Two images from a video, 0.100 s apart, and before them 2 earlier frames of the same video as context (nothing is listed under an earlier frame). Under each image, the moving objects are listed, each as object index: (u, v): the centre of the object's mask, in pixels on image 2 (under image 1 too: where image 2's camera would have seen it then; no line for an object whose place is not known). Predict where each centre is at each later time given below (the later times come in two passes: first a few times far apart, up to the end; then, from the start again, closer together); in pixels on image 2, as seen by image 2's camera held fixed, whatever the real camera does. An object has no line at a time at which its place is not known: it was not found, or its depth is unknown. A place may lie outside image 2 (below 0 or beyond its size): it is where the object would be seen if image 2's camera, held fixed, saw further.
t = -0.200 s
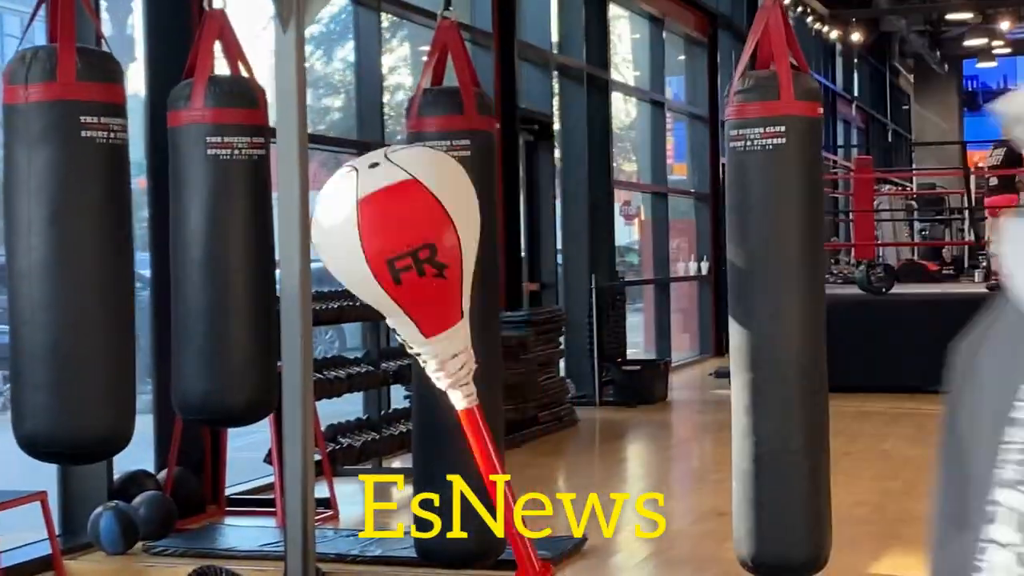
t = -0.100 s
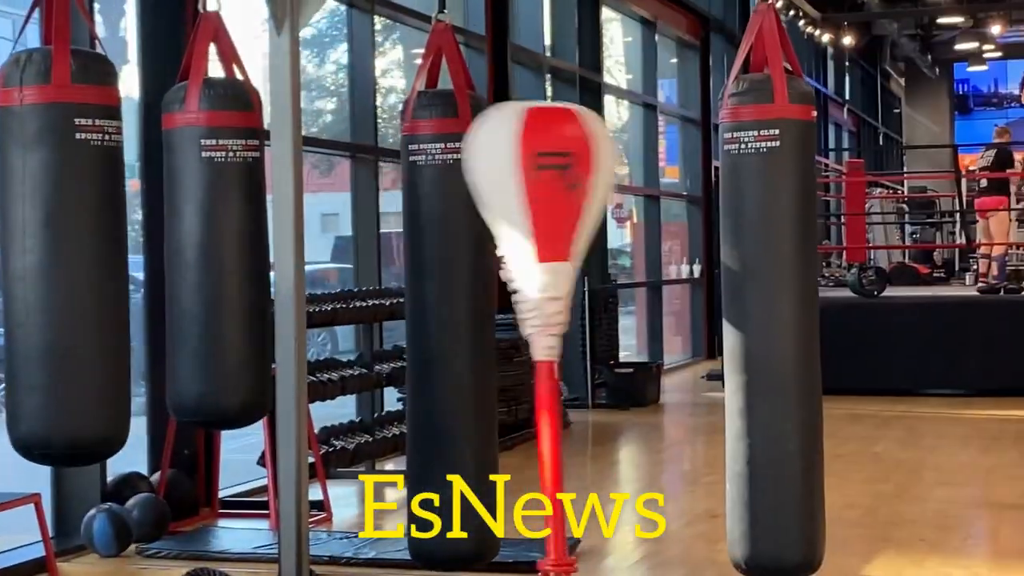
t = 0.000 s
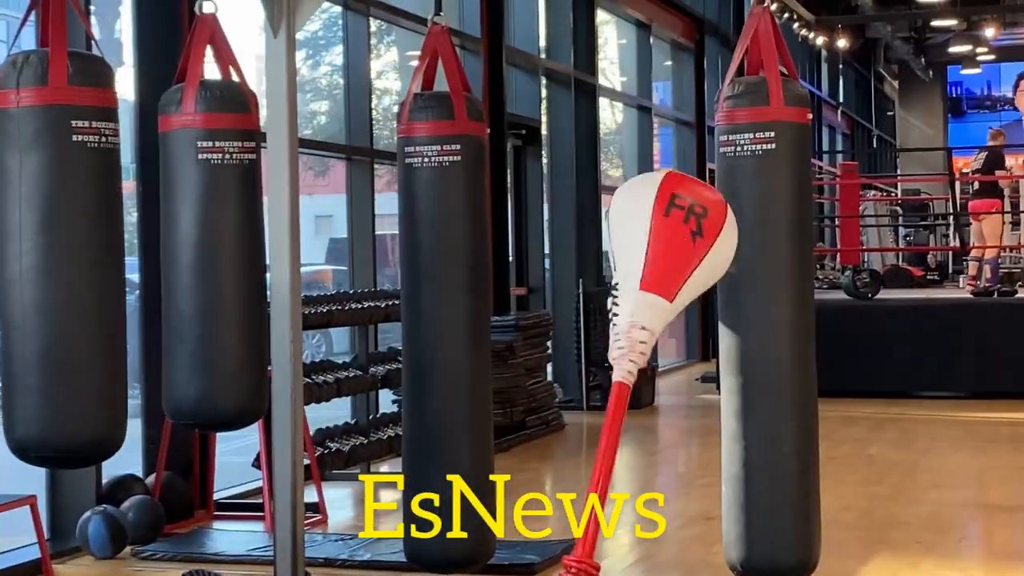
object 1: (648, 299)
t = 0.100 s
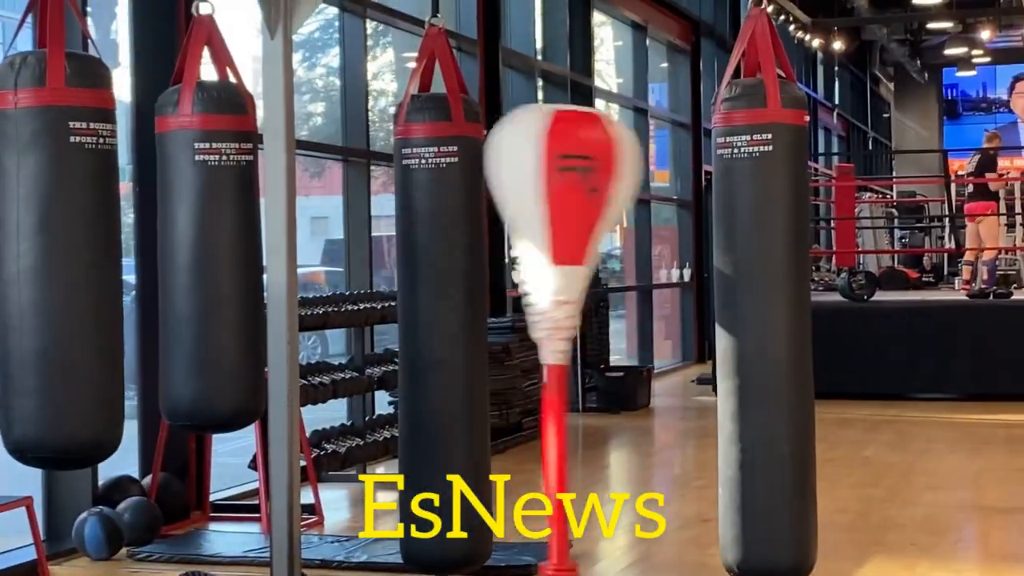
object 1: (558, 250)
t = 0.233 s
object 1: (463, 256)
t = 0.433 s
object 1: (619, 272)
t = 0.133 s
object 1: (505, 255)
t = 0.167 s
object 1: (459, 264)
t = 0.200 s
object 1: (438, 269)
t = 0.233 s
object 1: (463, 256)
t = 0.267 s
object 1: (511, 253)
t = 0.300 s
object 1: (562, 250)
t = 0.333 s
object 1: (607, 267)
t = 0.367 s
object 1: (637, 264)
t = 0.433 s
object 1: (619, 272)
